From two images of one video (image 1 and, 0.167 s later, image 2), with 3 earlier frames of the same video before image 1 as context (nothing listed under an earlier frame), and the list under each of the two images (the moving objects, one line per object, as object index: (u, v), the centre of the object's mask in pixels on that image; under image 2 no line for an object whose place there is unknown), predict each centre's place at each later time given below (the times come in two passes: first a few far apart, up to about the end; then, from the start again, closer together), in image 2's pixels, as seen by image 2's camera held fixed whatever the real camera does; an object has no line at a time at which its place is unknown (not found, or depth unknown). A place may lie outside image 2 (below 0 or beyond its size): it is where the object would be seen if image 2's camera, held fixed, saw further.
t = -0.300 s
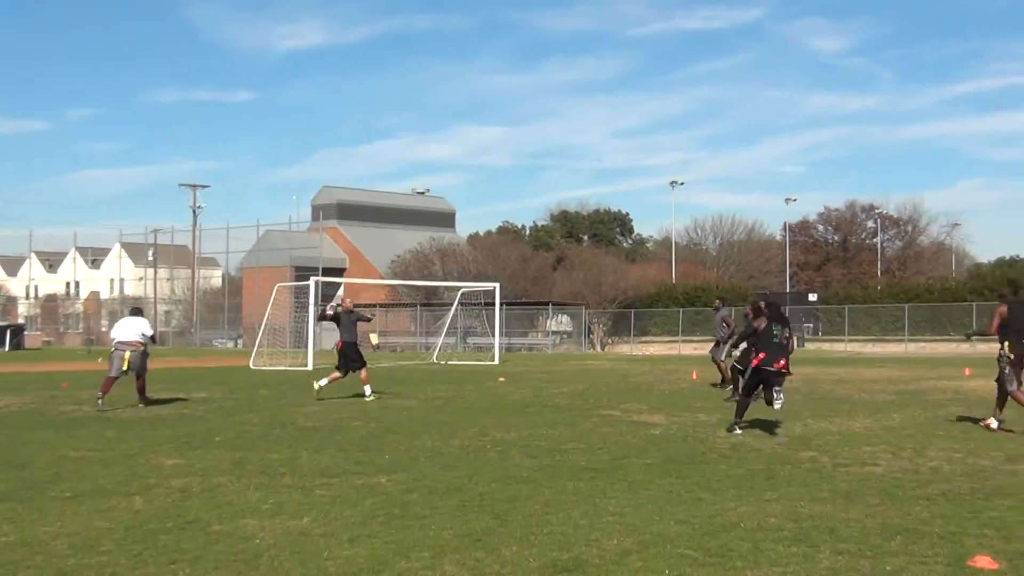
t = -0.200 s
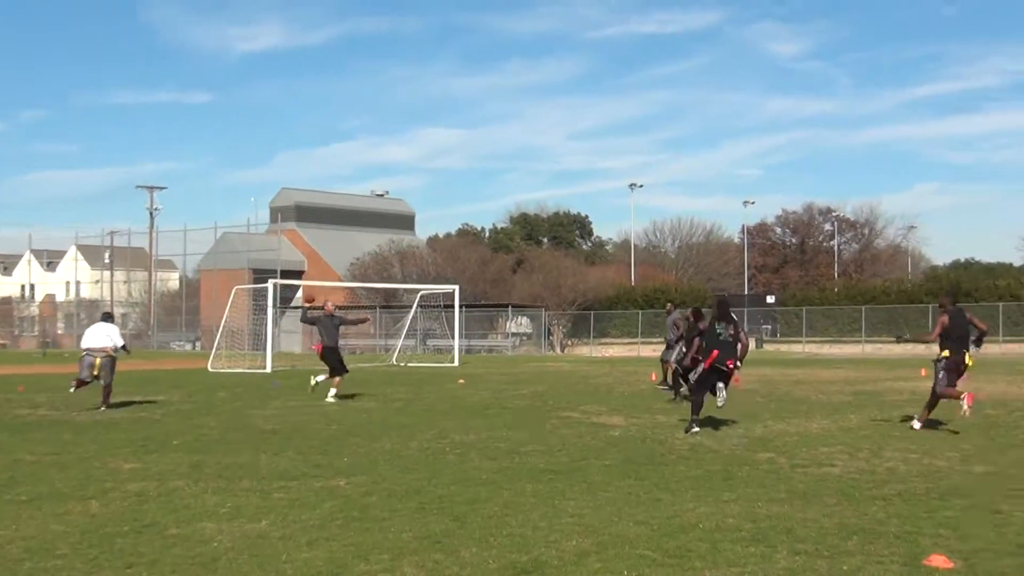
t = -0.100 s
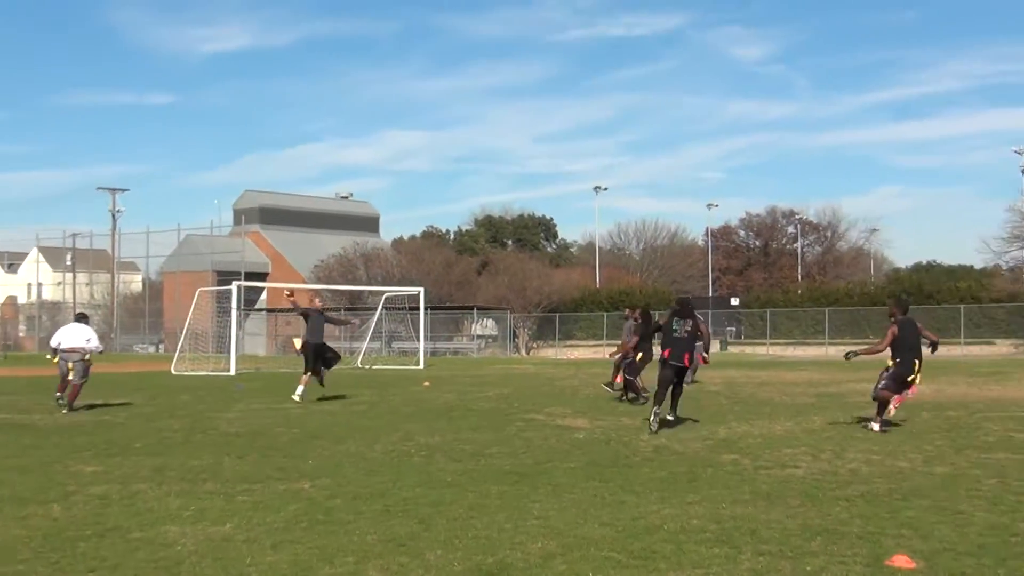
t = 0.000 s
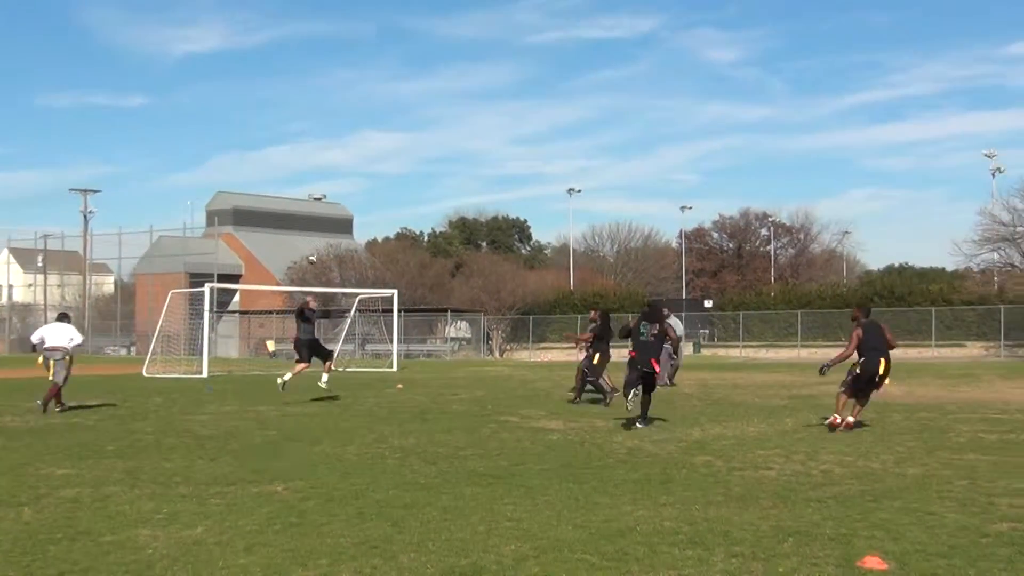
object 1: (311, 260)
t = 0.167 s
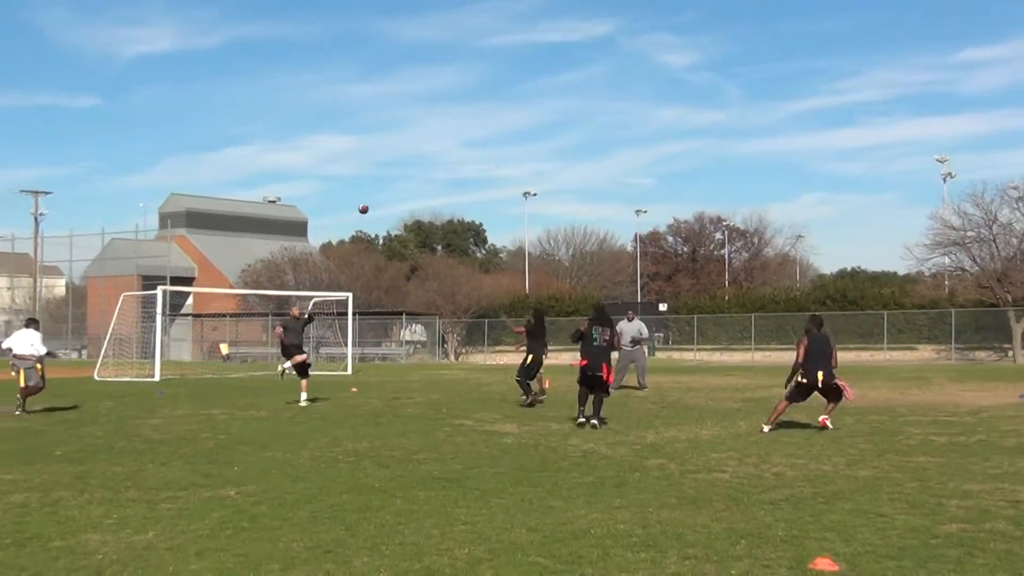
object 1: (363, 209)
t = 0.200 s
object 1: (383, 200)
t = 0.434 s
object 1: (524, 153)
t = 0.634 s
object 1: (653, 135)
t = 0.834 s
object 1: (795, 143)
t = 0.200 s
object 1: (383, 200)
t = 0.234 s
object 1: (403, 191)
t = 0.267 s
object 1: (423, 184)
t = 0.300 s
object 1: (443, 177)
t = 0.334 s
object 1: (463, 170)
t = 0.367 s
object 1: (483, 164)
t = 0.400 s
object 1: (503, 158)
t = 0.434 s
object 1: (524, 153)
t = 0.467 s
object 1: (545, 148)
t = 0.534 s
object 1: (587, 141)
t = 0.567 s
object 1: (609, 139)
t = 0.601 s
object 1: (631, 136)
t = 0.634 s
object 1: (653, 135)
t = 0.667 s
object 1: (676, 134)
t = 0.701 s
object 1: (698, 135)
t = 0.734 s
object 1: (722, 136)
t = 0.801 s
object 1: (771, 140)
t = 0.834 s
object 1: (795, 143)
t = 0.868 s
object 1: (821, 147)
